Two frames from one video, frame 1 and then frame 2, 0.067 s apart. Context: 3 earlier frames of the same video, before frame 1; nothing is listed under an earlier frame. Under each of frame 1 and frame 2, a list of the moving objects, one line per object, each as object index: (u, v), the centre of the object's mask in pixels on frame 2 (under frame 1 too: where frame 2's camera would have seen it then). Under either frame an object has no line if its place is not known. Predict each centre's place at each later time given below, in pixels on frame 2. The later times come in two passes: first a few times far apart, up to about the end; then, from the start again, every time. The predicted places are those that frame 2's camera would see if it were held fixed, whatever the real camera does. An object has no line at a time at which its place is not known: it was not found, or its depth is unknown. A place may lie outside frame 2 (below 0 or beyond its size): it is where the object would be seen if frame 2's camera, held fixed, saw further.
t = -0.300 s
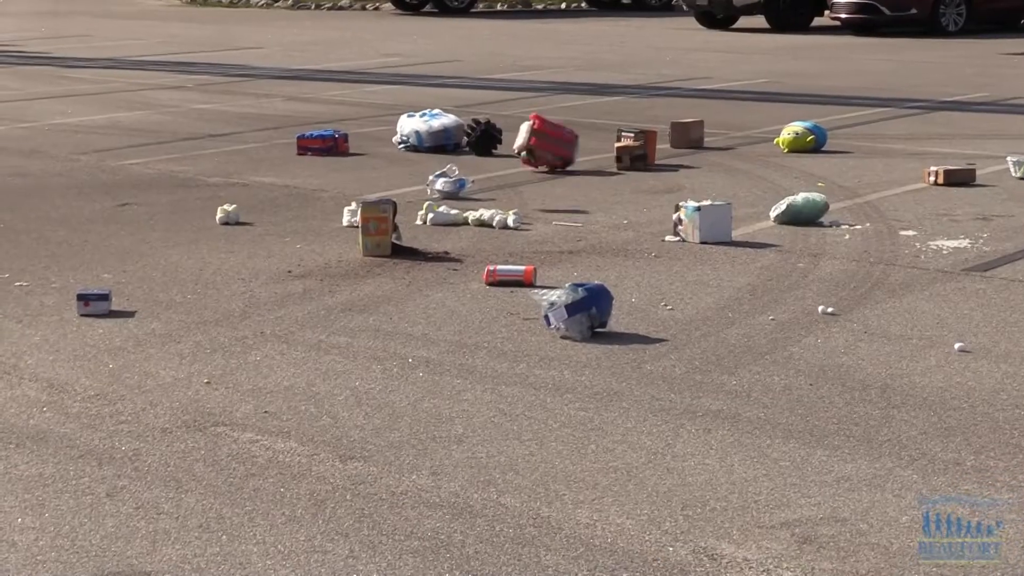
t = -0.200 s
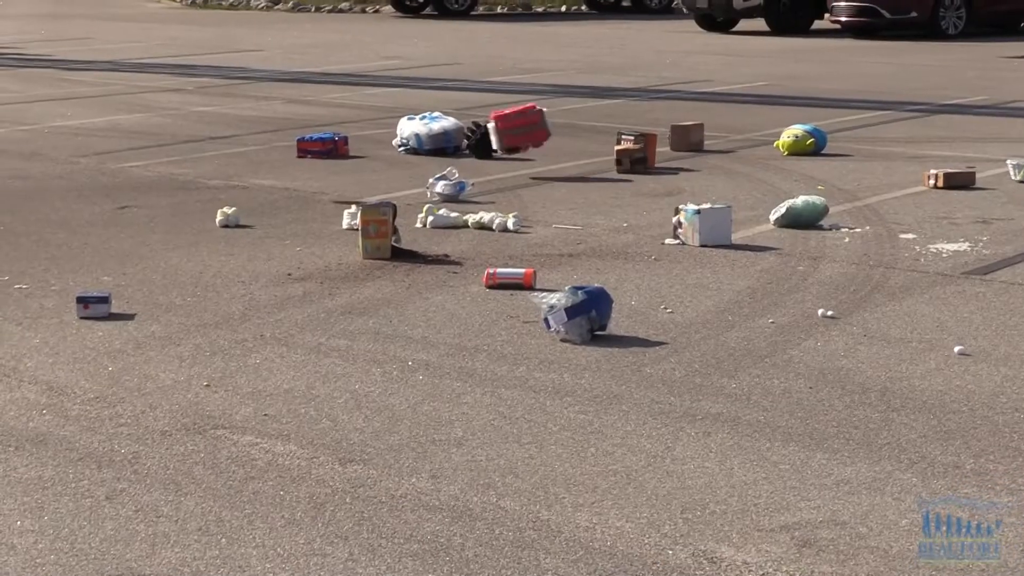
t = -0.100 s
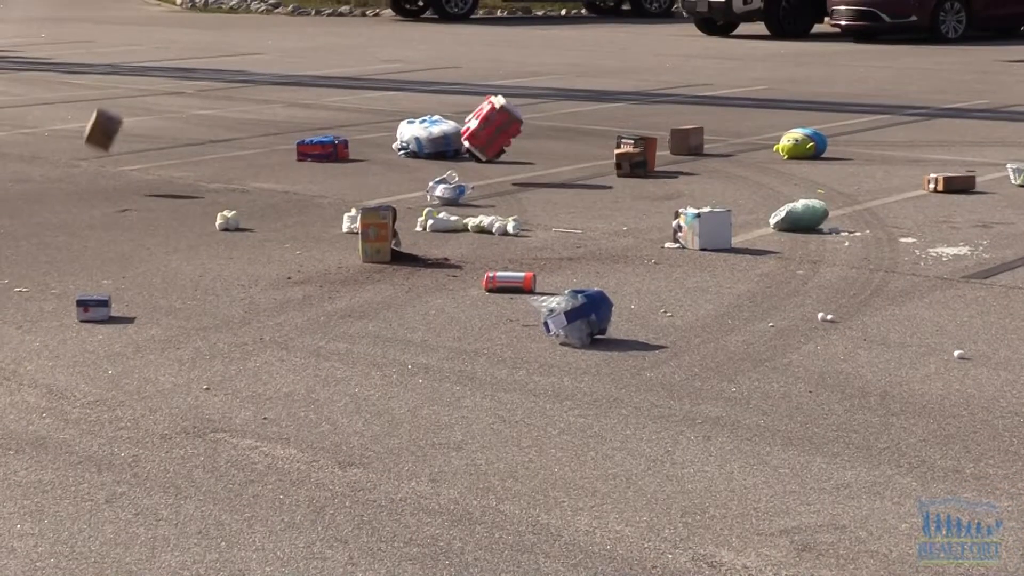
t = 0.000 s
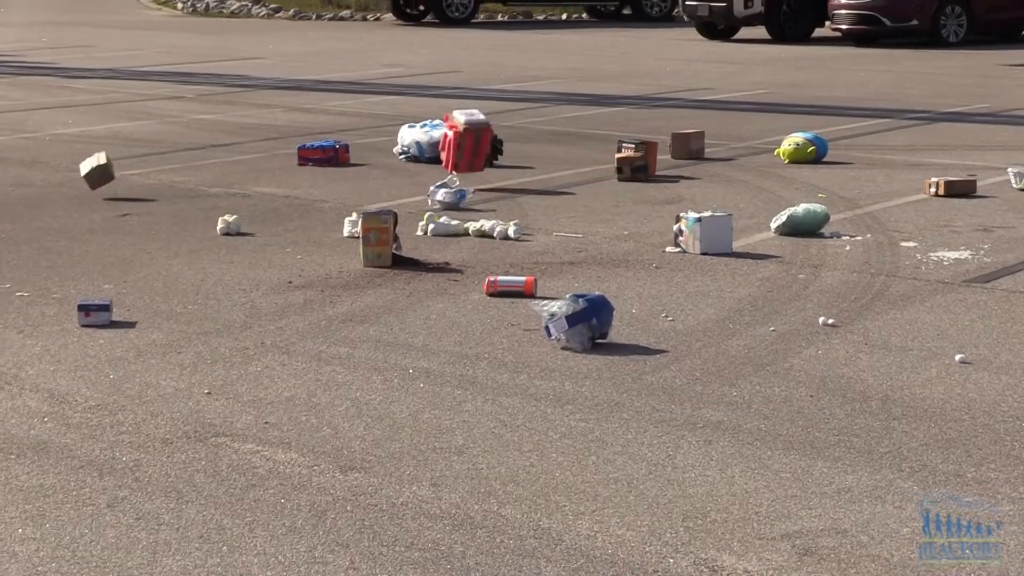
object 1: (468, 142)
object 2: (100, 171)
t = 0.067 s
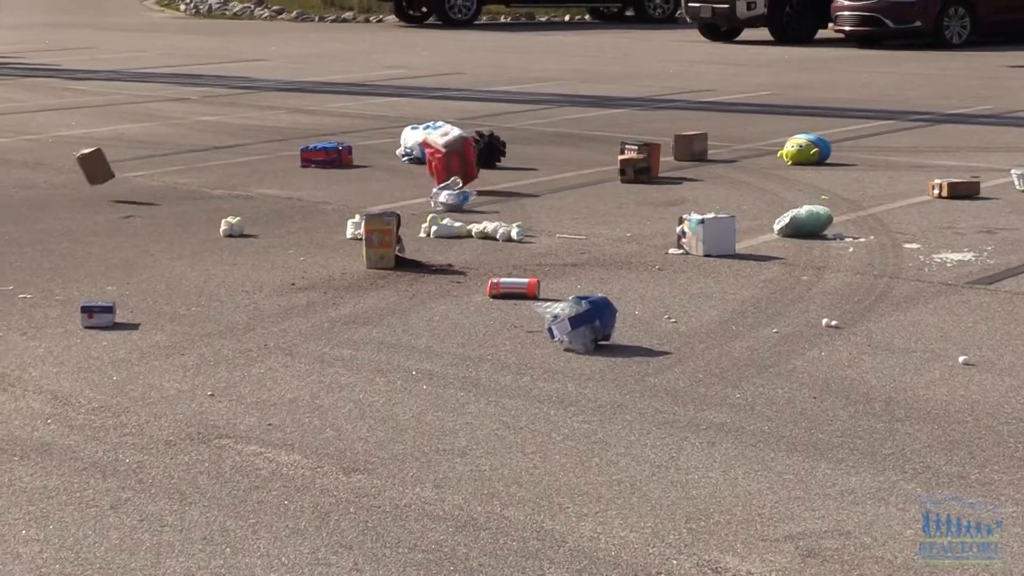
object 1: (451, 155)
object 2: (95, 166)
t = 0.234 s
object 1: (409, 164)
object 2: (80, 181)
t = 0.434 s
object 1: (386, 159)
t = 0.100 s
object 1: (442, 155)
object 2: (91, 165)
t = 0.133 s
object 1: (432, 155)
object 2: (89, 166)
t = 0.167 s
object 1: (426, 157)
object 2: (86, 169)
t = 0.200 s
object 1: (418, 159)
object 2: (83, 174)
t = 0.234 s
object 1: (409, 164)
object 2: (80, 181)
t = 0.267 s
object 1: (403, 163)
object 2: (79, 179)
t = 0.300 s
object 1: (399, 159)
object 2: (77, 179)
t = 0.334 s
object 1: (396, 157)
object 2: (75, 180)
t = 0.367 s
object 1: (393, 156)
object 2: (74, 181)
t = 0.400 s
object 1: (389, 157)
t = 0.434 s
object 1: (386, 159)
